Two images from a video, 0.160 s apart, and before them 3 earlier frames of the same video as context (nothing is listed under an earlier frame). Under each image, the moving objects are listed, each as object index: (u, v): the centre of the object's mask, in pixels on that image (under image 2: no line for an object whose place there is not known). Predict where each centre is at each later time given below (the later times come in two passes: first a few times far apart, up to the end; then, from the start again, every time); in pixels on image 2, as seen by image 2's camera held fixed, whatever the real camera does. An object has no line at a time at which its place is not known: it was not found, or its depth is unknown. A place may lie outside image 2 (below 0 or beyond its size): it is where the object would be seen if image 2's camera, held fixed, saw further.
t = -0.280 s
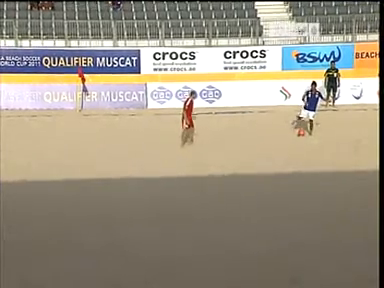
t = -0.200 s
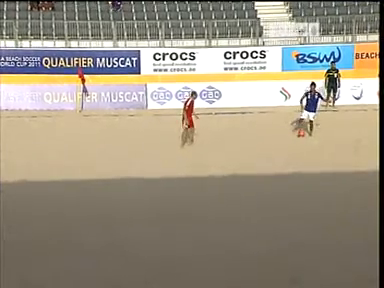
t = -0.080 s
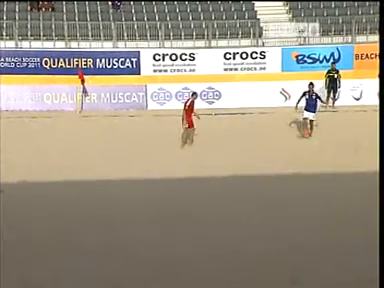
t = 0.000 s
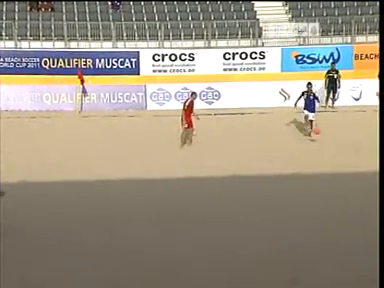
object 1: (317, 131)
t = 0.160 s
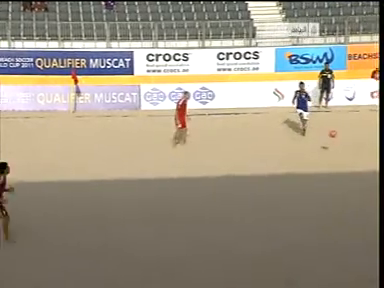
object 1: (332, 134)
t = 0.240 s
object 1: (345, 139)
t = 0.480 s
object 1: (383, 171)
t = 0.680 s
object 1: (410, 181)
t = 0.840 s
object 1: (435, 190)
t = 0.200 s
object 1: (338, 136)
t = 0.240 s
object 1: (345, 139)
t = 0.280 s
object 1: (350, 142)
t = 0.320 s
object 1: (356, 146)
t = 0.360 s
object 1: (363, 151)
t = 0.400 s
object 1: (369, 157)
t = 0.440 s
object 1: (376, 163)
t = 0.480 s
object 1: (383, 171)
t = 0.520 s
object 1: (391, 182)
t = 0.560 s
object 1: (396, 186)
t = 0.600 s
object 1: (401, 186)
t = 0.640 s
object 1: (405, 182)
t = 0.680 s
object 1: (410, 181)
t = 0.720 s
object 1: (414, 182)
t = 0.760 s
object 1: (419, 182)
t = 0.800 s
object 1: (424, 185)
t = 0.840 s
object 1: (435, 190)
